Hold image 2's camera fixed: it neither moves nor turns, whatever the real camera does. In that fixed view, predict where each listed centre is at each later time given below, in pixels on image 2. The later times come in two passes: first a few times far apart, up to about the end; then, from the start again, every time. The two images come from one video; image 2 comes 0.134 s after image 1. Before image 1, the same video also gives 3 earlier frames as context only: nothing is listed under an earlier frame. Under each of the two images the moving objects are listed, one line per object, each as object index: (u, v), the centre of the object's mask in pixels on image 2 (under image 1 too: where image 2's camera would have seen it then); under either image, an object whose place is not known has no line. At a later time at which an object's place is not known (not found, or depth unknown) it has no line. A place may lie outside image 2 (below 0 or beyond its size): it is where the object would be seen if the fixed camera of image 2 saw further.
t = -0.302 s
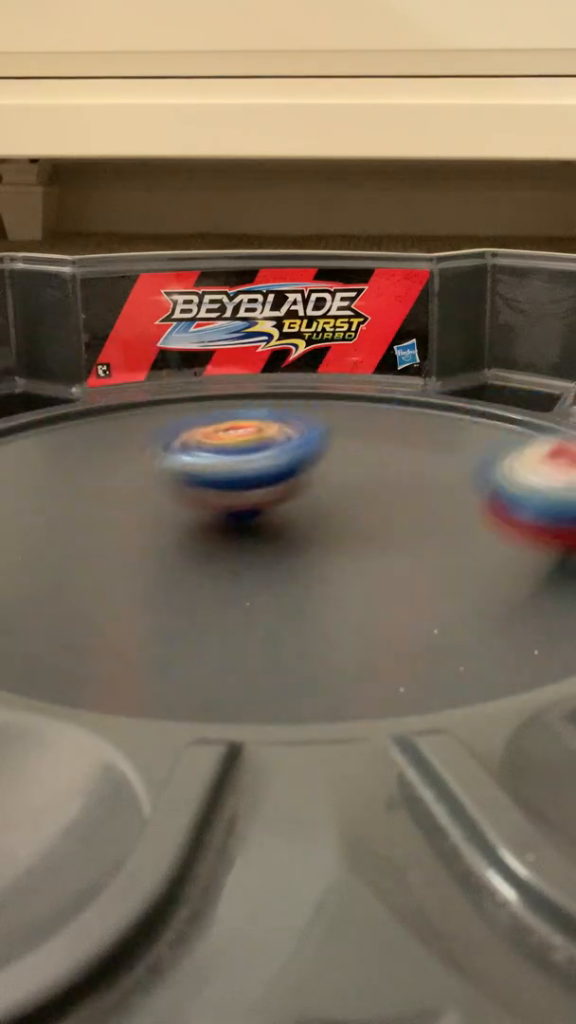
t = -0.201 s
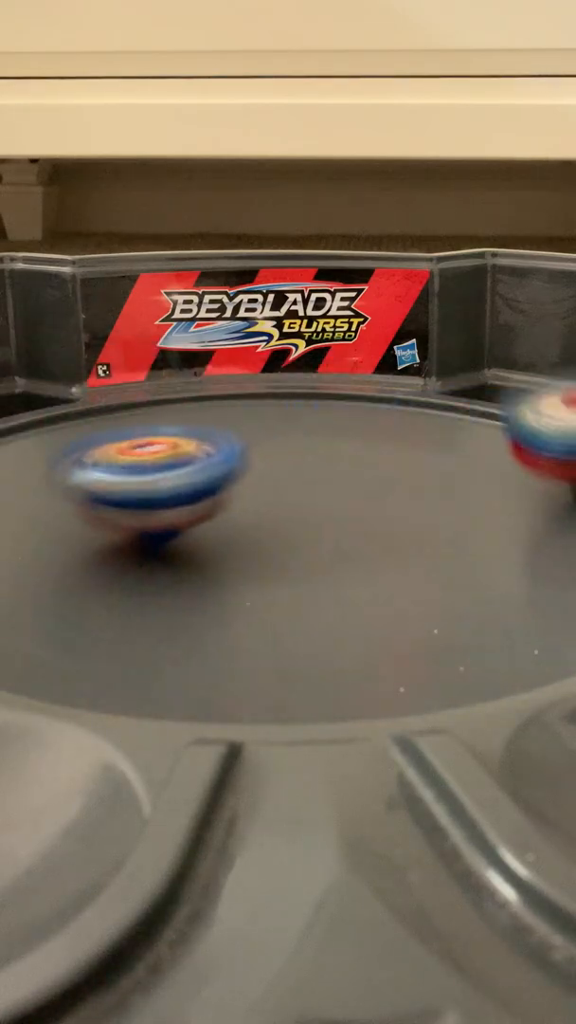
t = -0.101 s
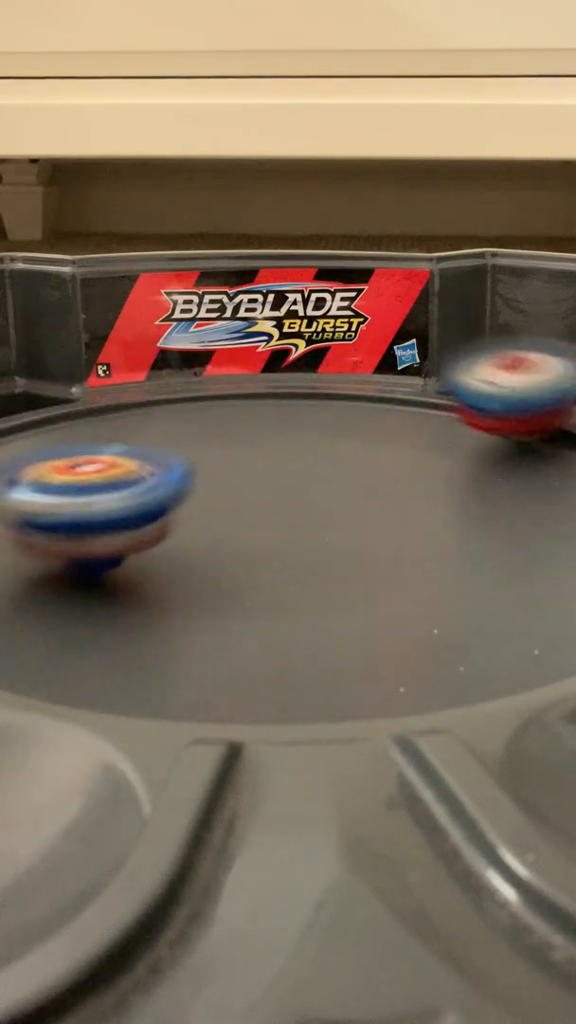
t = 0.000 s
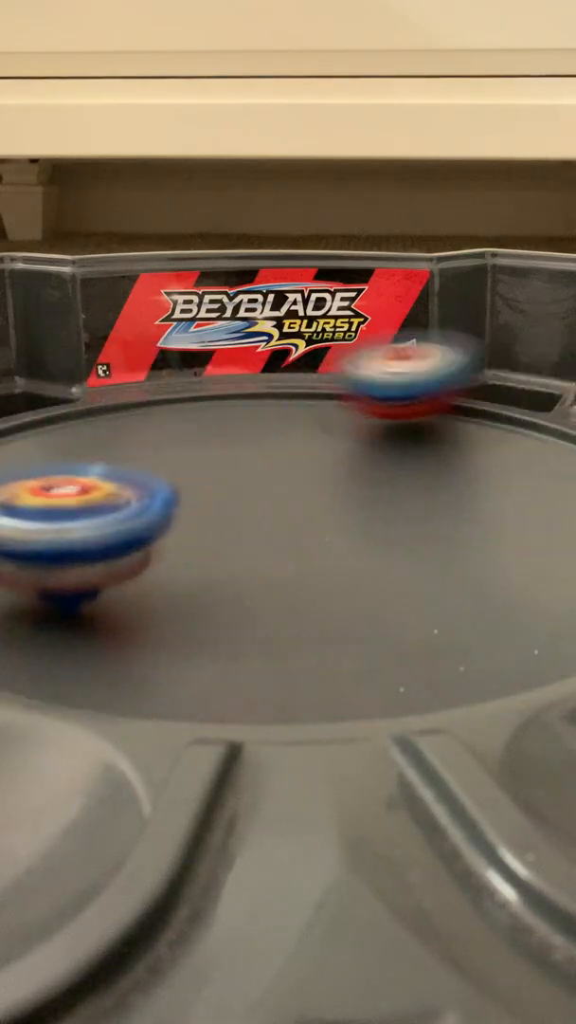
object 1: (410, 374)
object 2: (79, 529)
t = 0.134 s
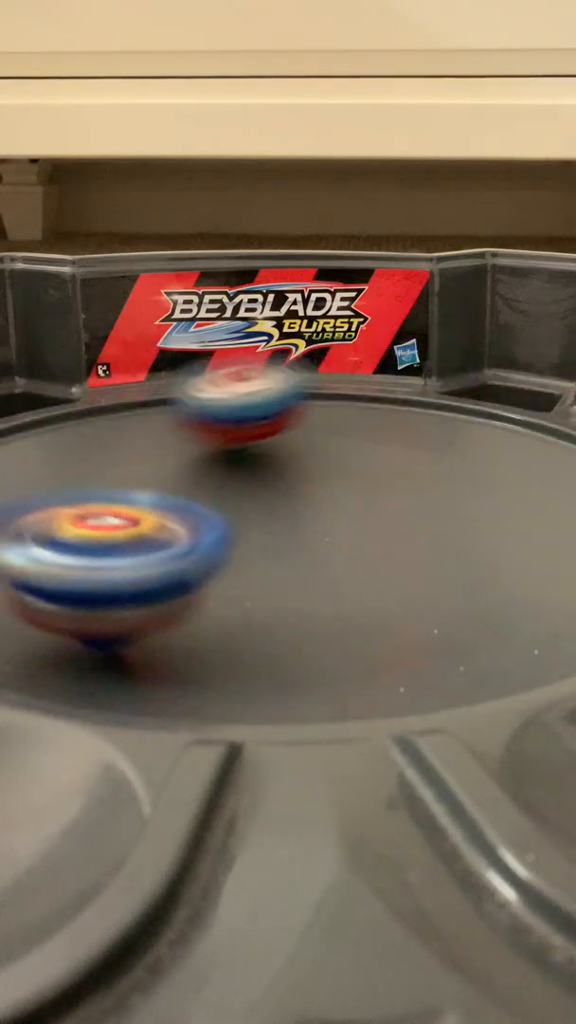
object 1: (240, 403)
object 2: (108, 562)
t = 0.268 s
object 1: (106, 455)
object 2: (250, 569)
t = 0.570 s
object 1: (246, 617)
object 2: (345, 452)
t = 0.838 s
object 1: (533, 523)
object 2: (214, 405)
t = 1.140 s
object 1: (271, 413)
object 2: (136, 476)
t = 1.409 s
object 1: (25, 412)
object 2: (372, 527)
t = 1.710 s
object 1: (130, 559)
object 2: (499, 470)
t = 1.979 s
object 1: (512, 492)
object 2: (296, 456)
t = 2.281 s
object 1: (409, 377)
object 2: (91, 508)
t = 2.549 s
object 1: (149, 439)
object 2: (181, 558)
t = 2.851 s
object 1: (148, 577)
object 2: (359, 482)
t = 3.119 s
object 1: (507, 566)
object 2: (274, 418)
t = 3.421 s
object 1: (371, 449)
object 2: (147, 456)
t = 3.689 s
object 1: (92, 416)
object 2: (295, 526)
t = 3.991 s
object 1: (56, 514)
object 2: (486, 500)
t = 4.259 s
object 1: (403, 533)
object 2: (349, 449)
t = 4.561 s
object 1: (468, 407)
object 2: (121, 483)
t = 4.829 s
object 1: (233, 425)
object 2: (116, 534)
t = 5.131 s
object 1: (116, 538)
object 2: (349, 499)
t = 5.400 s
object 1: (403, 583)
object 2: (340, 433)
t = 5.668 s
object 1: (436, 484)
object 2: (215, 432)
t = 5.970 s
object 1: (253, 404)
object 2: (186, 518)
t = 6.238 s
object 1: (151, 461)
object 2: (356, 548)
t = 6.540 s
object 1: (158, 494)
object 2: (512, 487)
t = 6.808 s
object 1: (141, 489)
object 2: (384, 454)
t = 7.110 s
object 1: (55, 514)
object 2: (324, 425)
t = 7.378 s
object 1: (201, 527)
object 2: (277, 450)
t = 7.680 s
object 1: (184, 577)
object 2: (375, 450)
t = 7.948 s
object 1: (239, 538)
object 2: (366, 471)
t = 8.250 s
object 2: (464, 479)
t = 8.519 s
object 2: (366, 506)
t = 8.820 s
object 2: (241, 565)
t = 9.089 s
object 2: (218, 519)
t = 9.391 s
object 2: (173, 539)
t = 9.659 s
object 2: (214, 514)
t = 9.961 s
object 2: (222, 528)
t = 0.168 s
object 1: (203, 413)
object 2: (132, 567)
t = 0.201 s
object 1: (168, 425)
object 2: (168, 572)
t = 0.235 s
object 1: (135, 440)
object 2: (207, 571)
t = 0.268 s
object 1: (106, 455)
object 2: (250, 569)
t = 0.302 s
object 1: (83, 469)
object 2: (288, 562)
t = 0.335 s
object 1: (72, 485)
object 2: (321, 554)
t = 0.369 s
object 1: (66, 504)
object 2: (344, 542)
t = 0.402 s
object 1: (66, 523)
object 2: (360, 529)
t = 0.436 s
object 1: (79, 560)
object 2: (373, 501)
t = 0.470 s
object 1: (98, 580)
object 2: (371, 488)
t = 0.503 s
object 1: (128, 596)
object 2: (366, 475)
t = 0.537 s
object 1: (178, 609)
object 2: (357, 463)
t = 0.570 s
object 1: (246, 617)
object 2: (345, 452)
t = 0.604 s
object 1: (318, 620)
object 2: (331, 440)
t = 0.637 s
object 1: (389, 617)
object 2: (317, 433)
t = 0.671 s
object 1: (454, 610)
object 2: (300, 425)
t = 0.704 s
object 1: (490, 597)
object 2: (285, 420)
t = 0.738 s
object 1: (512, 579)
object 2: (269, 414)
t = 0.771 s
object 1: (527, 558)
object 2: (251, 409)
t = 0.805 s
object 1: (533, 539)
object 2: (232, 406)
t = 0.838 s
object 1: (533, 523)
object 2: (214, 405)
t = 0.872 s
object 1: (527, 506)
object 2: (195, 406)
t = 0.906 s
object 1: (514, 487)
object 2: (176, 408)
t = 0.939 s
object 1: (497, 472)
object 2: (158, 412)
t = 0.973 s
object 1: (462, 459)
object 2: (143, 417)
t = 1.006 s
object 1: (426, 449)
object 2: (130, 427)
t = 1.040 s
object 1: (388, 439)
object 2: (123, 438)
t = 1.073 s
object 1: (349, 430)
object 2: (121, 450)
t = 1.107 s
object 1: (310, 421)
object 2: (125, 463)
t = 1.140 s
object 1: (271, 413)
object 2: (136, 476)
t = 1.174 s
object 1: (234, 404)
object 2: (154, 489)
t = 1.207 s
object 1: (192, 400)
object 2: (179, 499)
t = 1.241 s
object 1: (153, 400)
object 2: (203, 508)
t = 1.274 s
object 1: (111, 397)
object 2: (233, 516)
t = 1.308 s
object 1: (72, 397)
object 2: (268, 522)
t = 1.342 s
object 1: (50, 402)
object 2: (304, 526)
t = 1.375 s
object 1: (37, 406)
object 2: (338, 528)
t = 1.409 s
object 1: (25, 412)
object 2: (372, 527)
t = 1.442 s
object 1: (14, 419)
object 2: (404, 525)
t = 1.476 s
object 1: (8, 429)
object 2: (434, 520)
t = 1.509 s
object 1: (6, 445)
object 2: (458, 515)
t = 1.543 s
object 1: (10, 470)
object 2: (477, 508)
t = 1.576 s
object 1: (19, 492)
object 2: (489, 502)
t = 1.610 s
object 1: (35, 512)
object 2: (497, 494)
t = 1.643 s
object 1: (55, 533)
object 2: (501, 487)
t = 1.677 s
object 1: (83, 548)
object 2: (502, 479)
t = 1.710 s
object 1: (130, 559)
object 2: (499, 470)
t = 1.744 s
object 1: (195, 563)
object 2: (493, 463)
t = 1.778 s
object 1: (260, 564)
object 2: (476, 457)
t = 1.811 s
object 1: (321, 562)
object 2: (450, 452)
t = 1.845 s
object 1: (375, 556)
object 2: (423, 442)
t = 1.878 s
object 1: (422, 544)
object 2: (390, 442)
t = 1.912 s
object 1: (466, 527)
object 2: (357, 449)
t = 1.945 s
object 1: (497, 512)
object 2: (327, 453)
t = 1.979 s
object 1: (512, 492)
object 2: (296, 456)
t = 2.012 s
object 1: (519, 475)
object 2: (263, 460)
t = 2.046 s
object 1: (523, 457)
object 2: (234, 465)
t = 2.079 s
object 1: (523, 440)
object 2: (207, 470)
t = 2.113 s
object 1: (516, 417)
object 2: (181, 475)
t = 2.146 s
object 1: (509, 404)
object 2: (156, 481)
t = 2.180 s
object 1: (493, 393)
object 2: (134, 487)
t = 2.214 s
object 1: (469, 386)
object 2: (115, 493)
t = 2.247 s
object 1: (440, 381)
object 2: (100, 500)
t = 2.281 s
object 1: (409, 377)
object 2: (91, 508)
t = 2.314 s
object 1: (374, 379)
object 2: (87, 515)
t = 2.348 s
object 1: (334, 383)
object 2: (86, 523)
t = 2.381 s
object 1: (302, 388)
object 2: (88, 531)
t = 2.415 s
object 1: (266, 395)
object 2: (92, 539)
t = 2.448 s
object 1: (234, 405)
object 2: (103, 545)
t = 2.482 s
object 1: (204, 415)
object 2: (120, 550)
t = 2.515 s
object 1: (174, 429)
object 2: (148, 556)
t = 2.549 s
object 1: (149, 439)
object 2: (181, 558)
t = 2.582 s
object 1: (126, 449)
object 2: (218, 556)
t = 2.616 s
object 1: (110, 467)
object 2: (254, 553)
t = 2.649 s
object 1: (97, 485)
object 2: (286, 547)
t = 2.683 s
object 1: (89, 501)
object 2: (313, 538)
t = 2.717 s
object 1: (87, 516)
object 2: (333, 528)
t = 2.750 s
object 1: (91, 533)
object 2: (346, 516)
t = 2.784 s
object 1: (103, 549)
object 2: (354, 505)
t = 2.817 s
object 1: (120, 564)
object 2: (358, 493)
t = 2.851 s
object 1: (148, 577)
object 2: (359, 482)
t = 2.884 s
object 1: (191, 589)
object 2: (355, 471)
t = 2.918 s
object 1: (239, 598)
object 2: (350, 460)
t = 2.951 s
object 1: (296, 603)
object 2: (342, 451)
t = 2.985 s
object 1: (353, 602)
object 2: (331, 441)
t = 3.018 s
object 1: (408, 597)
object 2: (318, 434)
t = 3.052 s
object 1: (458, 594)
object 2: (305, 428)
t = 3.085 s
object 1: (491, 584)
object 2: (290, 422)
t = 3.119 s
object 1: (507, 566)
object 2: (274, 418)
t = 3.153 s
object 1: (517, 549)
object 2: (258, 415)
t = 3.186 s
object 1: (520, 533)
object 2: (240, 412)
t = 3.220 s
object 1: (519, 522)
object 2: (222, 412)
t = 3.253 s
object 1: (508, 500)
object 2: (204, 415)
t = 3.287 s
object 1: (495, 487)
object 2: (186, 419)
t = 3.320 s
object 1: (470, 474)
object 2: (170, 426)
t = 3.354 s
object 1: (439, 465)
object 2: (158, 433)
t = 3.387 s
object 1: (405, 457)
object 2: (150, 442)
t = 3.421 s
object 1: (371, 449)
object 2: (147, 456)
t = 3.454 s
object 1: (337, 439)
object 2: (152, 467)
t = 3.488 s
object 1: (304, 433)
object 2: (159, 476)
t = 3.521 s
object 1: (275, 424)
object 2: (174, 490)
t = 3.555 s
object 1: (234, 412)
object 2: (192, 498)
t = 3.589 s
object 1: (194, 410)
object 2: (214, 508)
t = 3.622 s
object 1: (161, 414)
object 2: (237, 515)
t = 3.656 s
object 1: (127, 415)
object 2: (264, 521)
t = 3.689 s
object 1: (92, 416)
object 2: (295, 526)
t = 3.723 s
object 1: (64, 416)
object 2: (325, 530)
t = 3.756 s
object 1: (49, 422)
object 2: (354, 532)
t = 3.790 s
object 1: (39, 428)
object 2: (382, 530)
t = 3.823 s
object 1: (31, 442)
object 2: (407, 527)
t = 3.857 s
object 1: (26, 452)
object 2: (430, 523)
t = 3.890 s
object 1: (26, 465)
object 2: (451, 519)
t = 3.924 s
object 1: (31, 481)
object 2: (468, 514)
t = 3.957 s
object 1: (41, 497)
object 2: (480, 507)
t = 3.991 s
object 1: (56, 514)
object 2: (486, 500)
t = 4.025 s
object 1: (76, 527)
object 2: (488, 492)
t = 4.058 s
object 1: (108, 537)
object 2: (485, 485)
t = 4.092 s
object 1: (157, 545)
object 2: (475, 477)
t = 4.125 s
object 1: (212, 549)
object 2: (457, 471)
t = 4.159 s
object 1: (266, 548)
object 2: (433, 466)
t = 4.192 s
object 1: (318, 548)
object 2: (413, 457)
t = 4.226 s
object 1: (361, 543)
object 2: (383, 448)
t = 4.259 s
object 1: (403, 533)
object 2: (349, 449)
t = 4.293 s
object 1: (439, 518)
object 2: (318, 457)
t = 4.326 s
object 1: (469, 507)
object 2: (293, 463)
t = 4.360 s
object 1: (490, 490)
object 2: (264, 463)
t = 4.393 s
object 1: (499, 477)
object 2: (235, 466)
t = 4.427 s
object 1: (504, 461)
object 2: (210, 468)
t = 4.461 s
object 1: (505, 448)
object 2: (184, 471)
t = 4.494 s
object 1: (498, 434)
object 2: (161, 475)
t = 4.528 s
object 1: (485, 421)
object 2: (140, 479)
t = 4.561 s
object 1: (468, 407)
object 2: (121, 483)
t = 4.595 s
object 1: (445, 400)
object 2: (105, 488)
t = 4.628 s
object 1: (420, 397)
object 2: (94, 493)
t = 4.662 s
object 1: (391, 395)
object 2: (87, 499)
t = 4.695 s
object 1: (353, 399)
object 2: (85, 506)
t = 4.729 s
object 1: (320, 403)
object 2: (86, 514)
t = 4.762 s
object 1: (290, 408)
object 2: (89, 521)
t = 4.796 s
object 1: (262, 414)
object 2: (98, 529)
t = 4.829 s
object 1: (233, 425)
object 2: (116, 534)
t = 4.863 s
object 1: (209, 434)
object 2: (144, 540)
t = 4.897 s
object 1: (188, 439)
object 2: (177, 543)
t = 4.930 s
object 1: (162, 444)
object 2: (208, 542)
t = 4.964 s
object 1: (142, 460)
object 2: (245, 540)
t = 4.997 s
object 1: (127, 478)
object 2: (274, 534)
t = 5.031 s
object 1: (120, 497)
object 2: (300, 525)
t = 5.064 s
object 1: (113, 510)
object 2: (321, 517)
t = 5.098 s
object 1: (112, 525)
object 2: (337, 509)
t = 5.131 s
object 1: (116, 538)
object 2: (349, 499)
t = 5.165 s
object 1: (127, 551)
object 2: (358, 489)
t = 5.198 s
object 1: (149, 565)
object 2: (365, 480)
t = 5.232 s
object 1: (177, 575)
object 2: (367, 470)
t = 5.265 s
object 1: (218, 585)
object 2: (367, 461)
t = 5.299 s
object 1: (260, 591)
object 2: (364, 454)
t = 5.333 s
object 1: (311, 592)
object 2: (358, 446)
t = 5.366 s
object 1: (360, 591)
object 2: (350, 440)
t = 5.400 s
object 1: (403, 583)
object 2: (340, 433)
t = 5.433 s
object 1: (441, 572)
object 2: (329, 427)
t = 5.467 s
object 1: (468, 560)
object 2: (316, 422)
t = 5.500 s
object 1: (482, 548)
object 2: (302, 420)
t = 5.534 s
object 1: (487, 534)
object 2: (284, 419)
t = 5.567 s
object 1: (485, 519)
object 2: (267, 419)
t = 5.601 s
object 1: (474, 507)
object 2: (247, 422)
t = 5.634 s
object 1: (456, 494)
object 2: (231, 425)
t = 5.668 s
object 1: (436, 484)
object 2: (215, 432)
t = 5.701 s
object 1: (411, 473)
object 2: (202, 441)
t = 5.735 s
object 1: (382, 465)
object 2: (192, 449)
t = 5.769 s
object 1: (356, 457)
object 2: (186, 458)
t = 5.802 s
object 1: (339, 446)
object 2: (178, 469)
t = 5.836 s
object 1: (327, 435)
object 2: (169, 480)
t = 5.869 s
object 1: (312, 427)
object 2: (166, 491)
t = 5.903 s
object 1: (295, 415)
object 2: (168, 500)
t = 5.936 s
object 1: (276, 409)
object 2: (175, 509)
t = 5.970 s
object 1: (253, 404)
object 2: (186, 518)
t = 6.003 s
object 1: (229, 404)
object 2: (198, 527)
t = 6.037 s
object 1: (205, 407)
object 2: (213, 533)
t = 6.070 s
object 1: (183, 412)
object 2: (233, 539)
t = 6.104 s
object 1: (166, 416)
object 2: (256, 545)
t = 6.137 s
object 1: (153, 424)
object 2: (279, 548)
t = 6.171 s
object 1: (145, 434)
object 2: (304, 549)
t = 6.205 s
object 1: (146, 451)
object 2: (331, 550)
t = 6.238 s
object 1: (151, 461)
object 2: (356, 548)
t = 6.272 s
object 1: (167, 477)
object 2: (380, 544)
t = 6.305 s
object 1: (185, 486)
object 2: (400, 539)
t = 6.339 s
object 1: (206, 496)
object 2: (417, 531)
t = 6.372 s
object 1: (234, 505)
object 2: (428, 522)
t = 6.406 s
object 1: (235, 507)
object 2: (453, 514)
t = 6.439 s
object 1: (218, 504)
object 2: (483, 508)
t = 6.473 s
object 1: (199, 500)
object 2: (497, 501)
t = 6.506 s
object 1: (177, 495)
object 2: (507, 494)
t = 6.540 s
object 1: (158, 494)
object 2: (512, 487)
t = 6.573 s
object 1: (143, 490)
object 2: (515, 480)
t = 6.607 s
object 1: (133, 489)
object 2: (514, 474)
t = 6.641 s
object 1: (126, 489)
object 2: (512, 470)
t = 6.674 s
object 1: (124, 489)
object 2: (503, 462)
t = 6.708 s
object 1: (124, 490)
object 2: (466, 455)
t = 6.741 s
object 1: (128, 489)
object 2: (439, 453)
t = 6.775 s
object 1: (134, 489)
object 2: (414, 453)
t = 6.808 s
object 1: (141, 489)
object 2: (384, 454)
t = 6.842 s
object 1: (154, 489)
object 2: (356, 456)
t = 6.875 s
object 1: (164, 488)
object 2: (330, 458)
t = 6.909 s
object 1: (151, 489)
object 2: (322, 453)
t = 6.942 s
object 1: (120, 491)
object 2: (328, 447)
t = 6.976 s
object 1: (94, 496)
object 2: (332, 442)
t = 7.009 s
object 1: (78, 500)
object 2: (334, 438)
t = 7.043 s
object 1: (66, 501)
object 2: (334, 433)
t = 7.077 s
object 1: (58, 507)
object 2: (330, 428)
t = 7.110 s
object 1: (55, 514)
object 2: (324, 425)
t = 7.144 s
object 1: (57, 518)
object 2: (315, 425)
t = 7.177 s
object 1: (64, 526)
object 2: (306, 426)
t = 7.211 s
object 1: (78, 532)
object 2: (295, 429)
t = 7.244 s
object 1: (96, 533)
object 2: (286, 433)
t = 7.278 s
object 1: (123, 532)
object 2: (279, 440)
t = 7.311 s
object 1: (152, 530)
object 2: (274, 444)
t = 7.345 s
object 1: (180, 529)
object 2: (273, 447)
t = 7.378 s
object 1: (201, 527)
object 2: (277, 450)
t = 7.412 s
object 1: (189, 538)
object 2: (292, 454)
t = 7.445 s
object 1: (178, 548)
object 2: (308, 455)
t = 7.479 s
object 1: (172, 556)
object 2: (322, 456)
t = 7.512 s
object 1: (172, 562)
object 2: (336, 454)
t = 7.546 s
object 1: (171, 564)
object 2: (348, 452)
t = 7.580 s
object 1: (170, 569)
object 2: (358, 452)
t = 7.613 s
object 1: (171, 573)
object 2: (366, 450)
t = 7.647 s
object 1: (175, 575)
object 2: (372, 449)
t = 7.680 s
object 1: (184, 577)
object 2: (375, 450)
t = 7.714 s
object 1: (191, 576)
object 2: (376, 450)
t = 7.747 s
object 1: (205, 573)
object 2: (376, 451)
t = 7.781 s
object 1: (219, 568)
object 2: (374, 453)
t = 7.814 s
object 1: (229, 562)
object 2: (371, 457)
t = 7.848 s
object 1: (239, 554)
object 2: (368, 461)
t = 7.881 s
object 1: (245, 550)
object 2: (365, 462)
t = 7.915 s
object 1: (249, 540)
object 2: (364, 466)
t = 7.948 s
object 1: (239, 538)
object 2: (366, 471)
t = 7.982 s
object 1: (185, 538)
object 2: (384, 473)
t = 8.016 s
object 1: (136, 534)
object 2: (408, 471)
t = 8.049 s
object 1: (101, 528)
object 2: (425, 472)
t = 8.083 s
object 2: (436, 473)
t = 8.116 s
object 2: (447, 473)
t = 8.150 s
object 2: (454, 475)
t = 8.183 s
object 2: (460, 476)
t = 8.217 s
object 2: (464, 477)
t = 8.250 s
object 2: (464, 479)
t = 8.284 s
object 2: (462, 481)
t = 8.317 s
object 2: (454, 484)
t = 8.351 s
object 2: (445, 486)
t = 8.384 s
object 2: (431, 490)
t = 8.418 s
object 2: (418, 494)
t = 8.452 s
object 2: (402, 497)
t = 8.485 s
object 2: (383, 502)
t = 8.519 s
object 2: (366, 506)
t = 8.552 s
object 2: (351, 509)
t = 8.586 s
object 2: (343, 523)
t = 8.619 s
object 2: (328, 534)
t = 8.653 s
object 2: (315, 546)
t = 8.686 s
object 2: (299, 554)
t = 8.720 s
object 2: (284, 561)
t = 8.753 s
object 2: (269, 566)
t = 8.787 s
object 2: (254, 566)
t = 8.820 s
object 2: (241, 565)
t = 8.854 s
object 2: (230, 563)
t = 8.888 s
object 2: (220, 560)
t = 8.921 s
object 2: (213, 556)
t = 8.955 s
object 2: (209, 550)
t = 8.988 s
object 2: (207, 542)
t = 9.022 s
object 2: (208, 536)
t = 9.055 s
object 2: (212, 526)
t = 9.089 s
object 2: (218, 519)
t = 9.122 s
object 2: (226, 514)
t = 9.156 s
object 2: (232, 506)
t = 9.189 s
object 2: (221, 510)
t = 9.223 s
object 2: (206, 514)
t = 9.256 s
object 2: (191, 523)
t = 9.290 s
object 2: (186, 530)
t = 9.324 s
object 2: (175, 534)
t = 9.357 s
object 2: (175, 538)
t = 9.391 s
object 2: (173, 539)
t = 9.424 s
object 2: (174, 538)
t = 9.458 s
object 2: (176, 538)
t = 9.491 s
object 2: (180, 534)
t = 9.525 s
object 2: (186, 529)
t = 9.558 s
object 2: (191, 525)
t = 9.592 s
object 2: (199, 521)
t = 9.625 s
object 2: (206, 517)
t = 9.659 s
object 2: (214, 514)
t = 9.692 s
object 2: (220, 511)
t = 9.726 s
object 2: (224, 509)
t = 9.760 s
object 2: (229, 508)
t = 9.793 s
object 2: (234, 509)
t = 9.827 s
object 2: (236, 512)
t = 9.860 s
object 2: (238, 514)
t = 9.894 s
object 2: (240, 515)
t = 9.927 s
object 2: (234, 522)
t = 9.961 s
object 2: (222, 528)
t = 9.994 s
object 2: (210, 532)
